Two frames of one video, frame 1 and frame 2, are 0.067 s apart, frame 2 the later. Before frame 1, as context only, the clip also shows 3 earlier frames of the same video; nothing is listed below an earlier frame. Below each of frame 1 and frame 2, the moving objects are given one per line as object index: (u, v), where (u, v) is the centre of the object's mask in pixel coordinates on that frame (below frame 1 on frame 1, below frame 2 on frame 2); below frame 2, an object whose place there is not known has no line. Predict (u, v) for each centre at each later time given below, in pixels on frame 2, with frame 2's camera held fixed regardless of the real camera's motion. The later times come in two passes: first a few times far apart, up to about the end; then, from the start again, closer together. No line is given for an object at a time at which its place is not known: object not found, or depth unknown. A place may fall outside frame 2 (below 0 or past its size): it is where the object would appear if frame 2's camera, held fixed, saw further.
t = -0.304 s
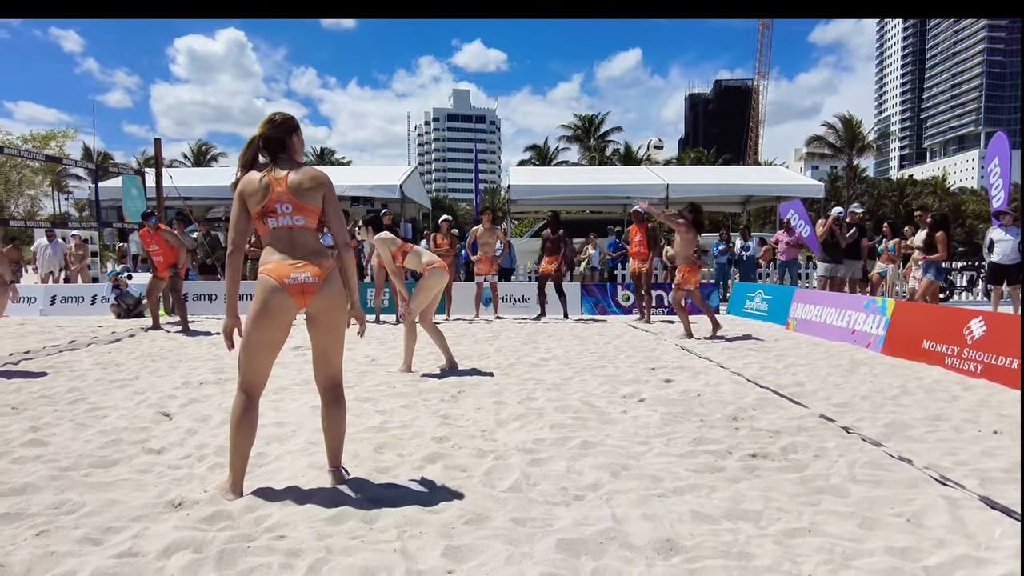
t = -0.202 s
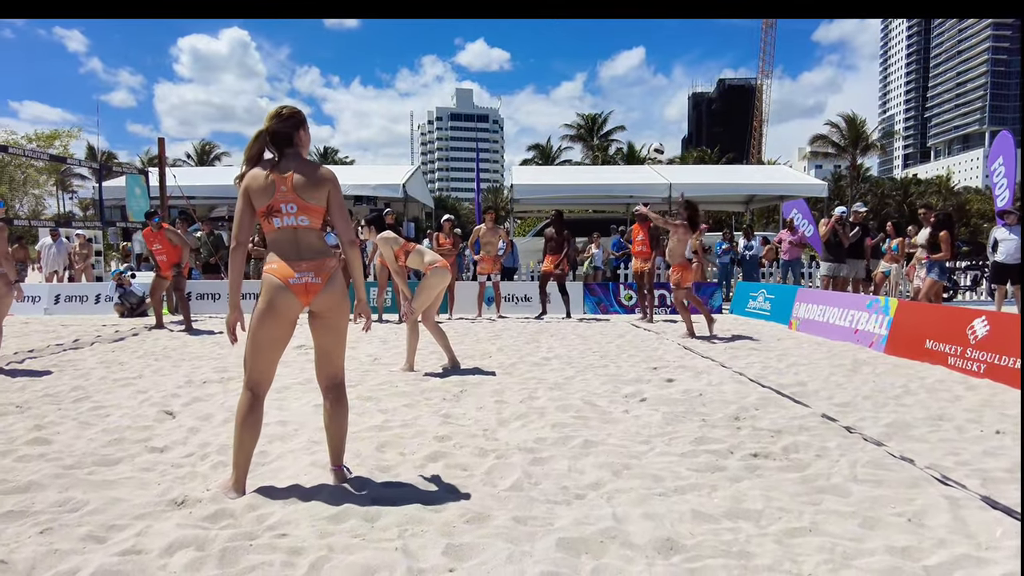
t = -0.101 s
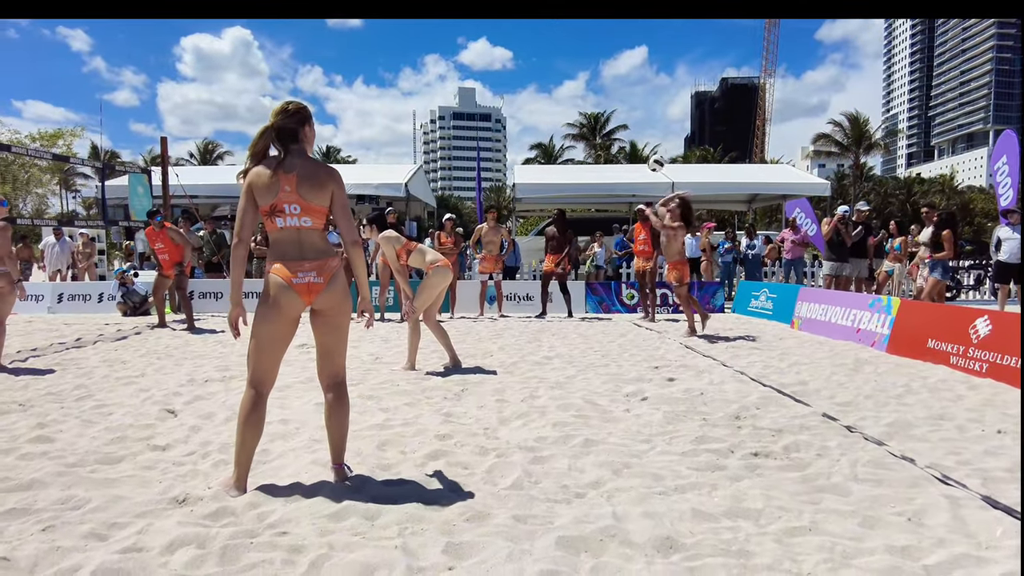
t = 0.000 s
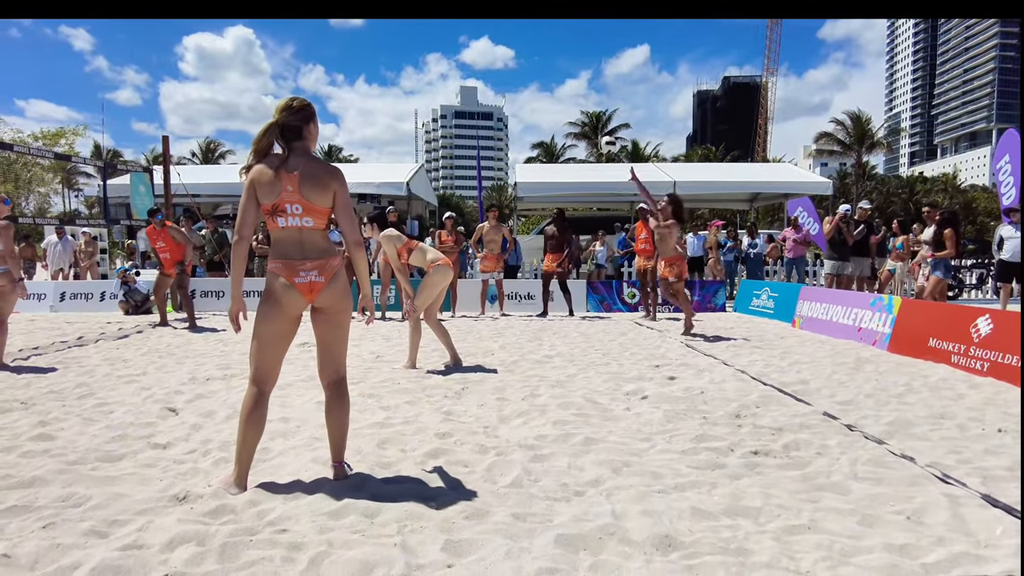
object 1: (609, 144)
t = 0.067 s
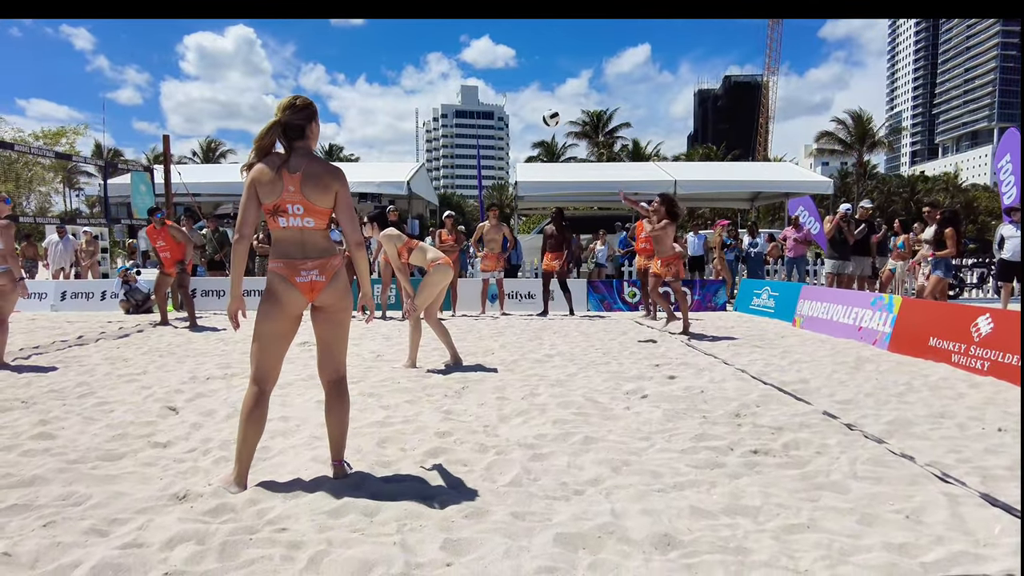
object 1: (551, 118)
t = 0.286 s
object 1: (353, 60)
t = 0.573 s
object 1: (81, 51)
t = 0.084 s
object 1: (537, 112)
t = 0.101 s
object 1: (522, 107)
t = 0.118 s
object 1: (507, 101)
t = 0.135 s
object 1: (491, 96)
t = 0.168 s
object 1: (461, 86)
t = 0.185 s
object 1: (446, 81)
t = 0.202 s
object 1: (431, 76)
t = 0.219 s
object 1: (415, 73)
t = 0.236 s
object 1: (399, 69)
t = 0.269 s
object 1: (369, 62)
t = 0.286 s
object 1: (353, 60)
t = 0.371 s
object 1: (275, 49)
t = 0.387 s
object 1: (259, 48)
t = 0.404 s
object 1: (243, 48)
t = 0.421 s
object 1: (227, 47)
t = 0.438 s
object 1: (210, 46)
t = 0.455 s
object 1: (195, 46)
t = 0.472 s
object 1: (180, 46)
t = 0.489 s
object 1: (165, 47)
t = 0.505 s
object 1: (149, 47)
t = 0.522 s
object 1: (133, 48)
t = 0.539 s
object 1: (117, 49)
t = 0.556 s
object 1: (100, 50)
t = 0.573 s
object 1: (81, 51)
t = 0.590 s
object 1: (69, 53)
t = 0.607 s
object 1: (53, 55)
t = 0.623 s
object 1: (37, 57)
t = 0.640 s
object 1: (20, 60)
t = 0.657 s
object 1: (4, 62)
